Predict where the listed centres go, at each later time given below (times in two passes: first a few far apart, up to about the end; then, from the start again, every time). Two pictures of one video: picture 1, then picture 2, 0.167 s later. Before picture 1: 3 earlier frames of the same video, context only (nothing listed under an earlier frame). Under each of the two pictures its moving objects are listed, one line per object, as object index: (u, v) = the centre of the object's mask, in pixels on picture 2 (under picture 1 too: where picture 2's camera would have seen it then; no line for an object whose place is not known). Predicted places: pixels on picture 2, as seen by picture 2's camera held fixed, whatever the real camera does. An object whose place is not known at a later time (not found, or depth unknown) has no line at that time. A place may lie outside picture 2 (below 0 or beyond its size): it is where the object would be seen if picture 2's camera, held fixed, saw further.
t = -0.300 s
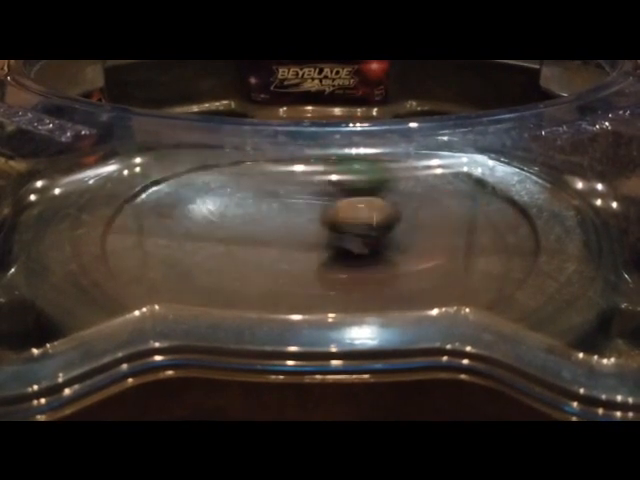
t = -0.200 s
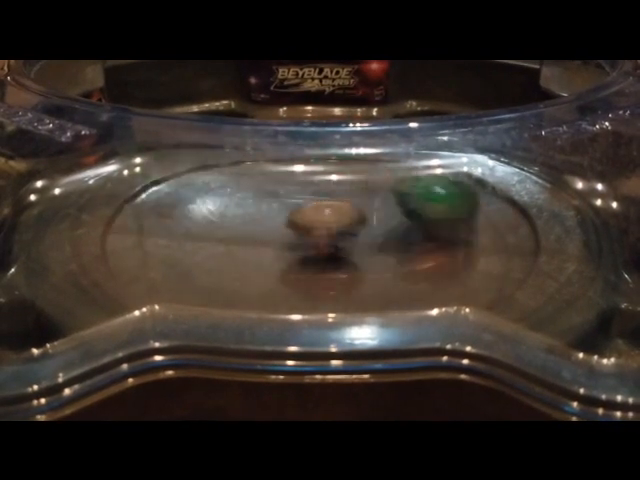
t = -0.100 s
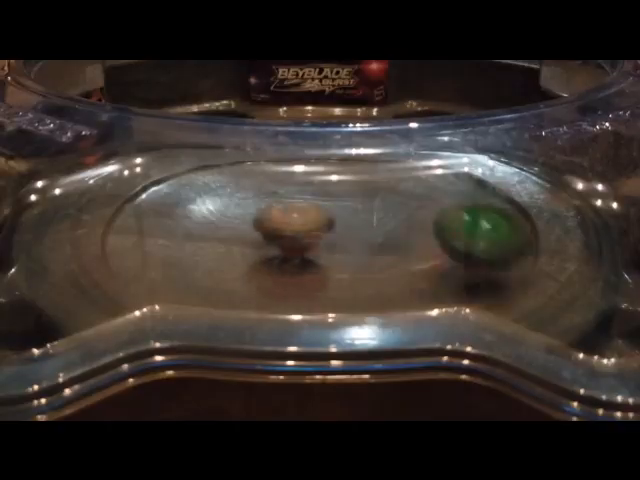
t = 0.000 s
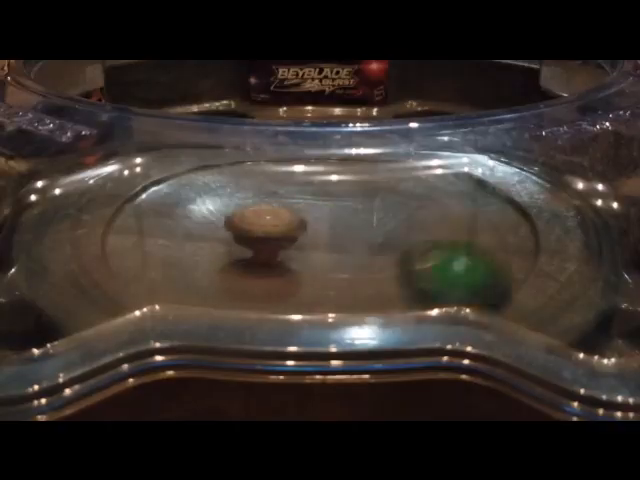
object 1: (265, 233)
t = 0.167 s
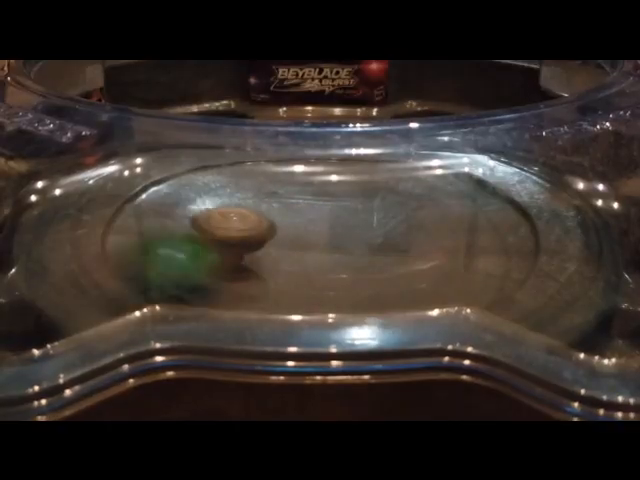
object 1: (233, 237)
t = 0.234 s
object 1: (223, 237)
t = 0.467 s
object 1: (225, 239)
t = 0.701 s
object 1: (266, 228)
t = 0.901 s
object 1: (304, 216)
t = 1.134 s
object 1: (336, 198)
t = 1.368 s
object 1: (348, 187)
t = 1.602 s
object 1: (350, 193)
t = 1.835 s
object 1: (350, 211)
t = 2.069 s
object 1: (357, 236)
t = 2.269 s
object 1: (355, 249)
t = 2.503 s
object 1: (343, 254)
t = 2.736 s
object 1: (314, 251)
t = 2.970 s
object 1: (288, 234)
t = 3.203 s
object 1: (271, 220)
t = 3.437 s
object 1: (269, 206)
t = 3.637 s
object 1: (282, 204)
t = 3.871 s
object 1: (312, 202)
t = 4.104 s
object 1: (347, 204)
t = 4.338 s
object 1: (371, 213)
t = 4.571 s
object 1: (381, 222)
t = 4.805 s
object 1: (364, 231)
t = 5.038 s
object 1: (328, 242)
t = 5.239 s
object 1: (295, 244)
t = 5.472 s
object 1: (271, 235)
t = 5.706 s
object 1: (268, 228)
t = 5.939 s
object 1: (287, 214)
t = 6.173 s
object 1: (312, 203)
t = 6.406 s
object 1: (338, 202)
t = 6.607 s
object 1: (349, 202)
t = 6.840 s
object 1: (355, 212)
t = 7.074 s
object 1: (340, 235)
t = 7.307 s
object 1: (253, 216)
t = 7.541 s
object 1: (185, 174)
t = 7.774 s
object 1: (240, 173)
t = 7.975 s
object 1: (332, 183)
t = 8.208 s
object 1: (421, 173)
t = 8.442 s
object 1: (454, 174)
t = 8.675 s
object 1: (425, 210)
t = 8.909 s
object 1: (303, 268)
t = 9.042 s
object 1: (261, 267)
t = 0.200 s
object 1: (227, 236)
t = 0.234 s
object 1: (223, 237)
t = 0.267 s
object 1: (221, 238)
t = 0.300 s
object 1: (220, 238)
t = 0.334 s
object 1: (221, 239)
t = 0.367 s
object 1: (221, 239)
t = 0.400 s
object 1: (221, 239)
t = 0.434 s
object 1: (223, 239)
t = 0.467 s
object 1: (225, 239)
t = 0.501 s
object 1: (230, 239)
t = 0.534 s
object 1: (235, 237)
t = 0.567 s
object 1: (240, 236)
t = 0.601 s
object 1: (246, 232)
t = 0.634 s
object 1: (253, 231)
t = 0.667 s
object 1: (259, 229)
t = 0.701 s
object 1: (266, 228)
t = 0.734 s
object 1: (273, 225)
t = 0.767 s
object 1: (279, 222)
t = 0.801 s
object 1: (286, 220)
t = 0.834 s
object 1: (294, 221)
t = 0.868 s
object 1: (299, 219)
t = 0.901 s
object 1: (304, 216)
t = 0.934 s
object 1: (309, 212)
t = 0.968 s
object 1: (315, 209)
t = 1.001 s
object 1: (318, 207)
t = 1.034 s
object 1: (323, 203)
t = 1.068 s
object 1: (328, 201)
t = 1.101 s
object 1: (332, 200)
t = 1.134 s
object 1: (336, 198)
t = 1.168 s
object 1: (339, 196)
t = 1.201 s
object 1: (341, 194)
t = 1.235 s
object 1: (343, 193)
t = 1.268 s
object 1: (344, 191)
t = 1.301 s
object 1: (346, 190)
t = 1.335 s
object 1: (346, 190)
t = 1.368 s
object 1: (348, 187)
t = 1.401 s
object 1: (348, 188)
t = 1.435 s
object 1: (348, 188)
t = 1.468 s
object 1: (349, 188)
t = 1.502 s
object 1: (349, 188)
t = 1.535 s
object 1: (349, 189)
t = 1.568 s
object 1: (350, 192)
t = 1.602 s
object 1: (350, 193)
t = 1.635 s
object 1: (349, 196)
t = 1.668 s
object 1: (349, 197)
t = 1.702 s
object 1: (349, 198)
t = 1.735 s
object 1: (349, 200)
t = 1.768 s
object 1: (349, 202)
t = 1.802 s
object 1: (348, 204)
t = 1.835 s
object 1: (350, 211)
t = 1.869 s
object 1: (352, 213)
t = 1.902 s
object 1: (353, 216)
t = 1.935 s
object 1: (354, 221)
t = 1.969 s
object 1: (355, 226)
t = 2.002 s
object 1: (356, 229)
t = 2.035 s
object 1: (357, 232)
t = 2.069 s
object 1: (357, 236)
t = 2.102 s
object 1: (357, 241)
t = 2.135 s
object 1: (357, 244)
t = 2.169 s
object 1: (357, 244)
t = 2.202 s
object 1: (357, 246)
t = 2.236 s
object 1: (356, 247)
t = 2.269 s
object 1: (355, 249)
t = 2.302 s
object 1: (355, 251)
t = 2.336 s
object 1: (353, 252)
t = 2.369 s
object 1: (352, 252)
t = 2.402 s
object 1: (350, 253)
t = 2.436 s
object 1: (348, 254)
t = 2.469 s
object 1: (346, 254)
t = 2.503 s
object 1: (343, 254)
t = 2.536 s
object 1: (337, 248)
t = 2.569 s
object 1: (338, 251)
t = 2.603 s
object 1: (332, 254)
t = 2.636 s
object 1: (328, 253)
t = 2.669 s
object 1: (324, 253)
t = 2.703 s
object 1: (320, 252)
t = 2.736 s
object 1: (314, 251)
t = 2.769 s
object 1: (311, 249)
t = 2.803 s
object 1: (306, 248)
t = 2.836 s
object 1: (302, 246)
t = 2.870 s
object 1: (299, 244)
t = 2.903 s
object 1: (295, 240)
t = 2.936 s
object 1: (291, 237)
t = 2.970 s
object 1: (288, 234)
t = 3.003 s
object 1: (284, 232)
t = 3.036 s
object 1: (281, 231)
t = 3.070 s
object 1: (278, 226)
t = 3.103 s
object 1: (276, 225)
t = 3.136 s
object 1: (273, 222)
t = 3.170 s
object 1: (272, 221)
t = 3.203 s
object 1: (271, 220)
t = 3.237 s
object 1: (269, 216)
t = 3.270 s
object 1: (268, 214)
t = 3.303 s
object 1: (268, 211)
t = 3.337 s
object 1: (268, 210)
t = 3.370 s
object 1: (270, 209)
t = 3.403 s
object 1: (268, 206)
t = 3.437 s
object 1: (269, 206)
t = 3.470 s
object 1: (271, 205)
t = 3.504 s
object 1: (273, 204)
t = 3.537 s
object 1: (274, 203)
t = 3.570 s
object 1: (277, 204)
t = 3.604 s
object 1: (279, 204)
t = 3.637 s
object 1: (282, 204)
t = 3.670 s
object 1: (285, 203)
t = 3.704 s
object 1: (290, 201)
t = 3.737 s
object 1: (294, 201)
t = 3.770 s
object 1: (298, 201)
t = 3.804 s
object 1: (303, 202)
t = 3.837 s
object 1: (307, 202)
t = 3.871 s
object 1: (312, 202)
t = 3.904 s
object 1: (317, 203)
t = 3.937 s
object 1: (322, 203)
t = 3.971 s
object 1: (328, 203)
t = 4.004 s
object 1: (333, 204)
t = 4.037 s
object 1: (338, 205)
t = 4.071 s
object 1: (343, 205)
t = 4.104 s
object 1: (347, 204)
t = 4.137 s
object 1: (353, 206)
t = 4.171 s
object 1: (356, 207)
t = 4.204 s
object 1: (359, 207)
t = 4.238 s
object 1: (363, 208)
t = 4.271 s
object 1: (366, 210)
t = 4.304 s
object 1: (369, 211)
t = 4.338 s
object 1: (371, 213)
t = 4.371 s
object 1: (374, 214)
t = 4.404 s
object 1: (376, 215)
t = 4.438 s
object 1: (378, 217)
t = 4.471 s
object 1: (380, 218)
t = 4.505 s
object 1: (380, 218)
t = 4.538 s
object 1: (381, 219)
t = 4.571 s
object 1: (381, 222)
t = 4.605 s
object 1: (380, 222)
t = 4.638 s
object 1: (379, 224)
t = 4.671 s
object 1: (377, 224)
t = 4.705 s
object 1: (374, 226)
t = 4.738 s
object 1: (371, 228)
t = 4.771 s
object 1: (368, 230)
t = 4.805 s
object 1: (364, 231)
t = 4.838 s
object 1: (360, 233)
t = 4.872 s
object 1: (355, 235)
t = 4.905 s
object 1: (351, 236)
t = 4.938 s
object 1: (345, 238)
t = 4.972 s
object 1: (340, 240)
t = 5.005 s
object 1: (334, 240)
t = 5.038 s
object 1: (328, 242)
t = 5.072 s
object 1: (322, 243)
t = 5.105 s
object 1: (316, 243)
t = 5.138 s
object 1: (310, 244)
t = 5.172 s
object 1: (305, 244)
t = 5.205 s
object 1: (300, 242)
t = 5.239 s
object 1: (295, 244)
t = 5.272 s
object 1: (289, 244)
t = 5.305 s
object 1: (286, 245)
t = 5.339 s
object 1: (281, 246)
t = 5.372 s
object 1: (277, 239)
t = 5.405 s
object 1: (276, 233)
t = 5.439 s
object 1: (275, 238)
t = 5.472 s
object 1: (271, 235)
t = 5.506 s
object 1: (269, 234)
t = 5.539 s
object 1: (267, 233)
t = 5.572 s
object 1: (267, 233)
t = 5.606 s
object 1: (266, 231)
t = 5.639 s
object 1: (266, 232)
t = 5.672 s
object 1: (267, 229)
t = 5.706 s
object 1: (268, 228)
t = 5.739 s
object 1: (269, 225)
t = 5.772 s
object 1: (272, 224)
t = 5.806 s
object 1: (274, 220)
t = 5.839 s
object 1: (276, 220)
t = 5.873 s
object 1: (278, 219)
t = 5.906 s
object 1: (283, 217)
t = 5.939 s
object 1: (287, 214)
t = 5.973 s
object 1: (290, 213)
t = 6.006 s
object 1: (294, 212)
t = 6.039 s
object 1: (297, 208)
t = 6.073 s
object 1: (301, 208)
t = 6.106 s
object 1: (305, 206)
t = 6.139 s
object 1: (309, 204)
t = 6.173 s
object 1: (312, 203)
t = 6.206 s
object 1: (316, 203)
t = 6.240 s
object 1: (319, 202)
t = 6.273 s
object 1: (323, 202)
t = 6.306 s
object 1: (327, 202)
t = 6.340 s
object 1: (331, 202)
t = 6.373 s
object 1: (335, 202)
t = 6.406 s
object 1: (338, 202)
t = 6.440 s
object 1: (340, 201)
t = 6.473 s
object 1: (342, 201)
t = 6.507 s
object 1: (345, 201)
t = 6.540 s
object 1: (346, 201)
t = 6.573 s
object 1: (348, 201)
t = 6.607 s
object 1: (349, 202)
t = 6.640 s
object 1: (349, 202)
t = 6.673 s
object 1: (350, 203)
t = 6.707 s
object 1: (353, 204)
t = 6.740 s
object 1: (354, 203)
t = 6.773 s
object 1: (354, 208)
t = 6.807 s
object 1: (355, 210)
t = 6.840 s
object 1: (355, 212)
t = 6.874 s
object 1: (350, 215)
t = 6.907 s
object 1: (351, 217)
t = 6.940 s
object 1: (348, 224)
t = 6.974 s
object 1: (347, 226)
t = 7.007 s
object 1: (344, 231)
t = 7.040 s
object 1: (342, 233)
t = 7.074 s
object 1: (340, 235)
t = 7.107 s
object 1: (327, 233)
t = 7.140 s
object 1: (306, 229)
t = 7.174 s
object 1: (290, 228)
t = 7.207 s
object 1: (279, 224)
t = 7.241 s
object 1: (270, 220)
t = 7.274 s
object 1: (261, 218)
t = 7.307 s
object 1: (253, 216)
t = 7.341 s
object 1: (245, 214)
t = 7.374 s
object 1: (237, 212)
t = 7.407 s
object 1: (229, 209)
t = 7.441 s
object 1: (223, 208)
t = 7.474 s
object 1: (212, 201)
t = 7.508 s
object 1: (195, 187)
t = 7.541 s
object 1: (185, 174)
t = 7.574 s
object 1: (178, 165)
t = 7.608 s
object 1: (181, 163)
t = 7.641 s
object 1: (190, 167)
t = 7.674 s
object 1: (200, 168)
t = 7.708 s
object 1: (213, 169)
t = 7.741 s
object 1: (225, 171)
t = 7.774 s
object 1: (240, 173)
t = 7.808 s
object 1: (254, 179)
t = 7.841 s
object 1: (269, 179)
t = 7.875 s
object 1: (284, 180)
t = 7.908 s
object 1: (302, 181)
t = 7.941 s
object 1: (316, 183)
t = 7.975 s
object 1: (332, 183)
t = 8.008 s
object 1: (348, 182)
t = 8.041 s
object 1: (364, 178)
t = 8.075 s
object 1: (380, 176)
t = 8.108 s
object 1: (393, 175)
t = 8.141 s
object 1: (401, 175)
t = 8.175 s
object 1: (410, 174)
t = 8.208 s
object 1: (421, 173)
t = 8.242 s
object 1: (429, 172)
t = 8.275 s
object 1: (437, 171)
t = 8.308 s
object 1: (443, 171)
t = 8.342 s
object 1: (448, 171)
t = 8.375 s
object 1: (452, 173)
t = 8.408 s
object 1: (453, 173)
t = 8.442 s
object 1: (454, 174)
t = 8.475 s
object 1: (456, 178)
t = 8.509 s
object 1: (455, 182)
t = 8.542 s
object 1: (454, 187)
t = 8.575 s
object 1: (450, 195)
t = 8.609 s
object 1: (443, 198)
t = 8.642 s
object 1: (435, 200)
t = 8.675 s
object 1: (425, 210)
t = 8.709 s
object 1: (391, 229)
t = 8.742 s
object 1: (368, 239)
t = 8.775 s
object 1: (348, 246)
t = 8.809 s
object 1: (339, 253)
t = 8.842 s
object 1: (329, 261)
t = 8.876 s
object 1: (314, 268)
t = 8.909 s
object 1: (303, 268)
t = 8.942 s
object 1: (292, 267)
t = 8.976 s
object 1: (281, 271)
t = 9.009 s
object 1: (269, 269)
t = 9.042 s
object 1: (261, 267)
